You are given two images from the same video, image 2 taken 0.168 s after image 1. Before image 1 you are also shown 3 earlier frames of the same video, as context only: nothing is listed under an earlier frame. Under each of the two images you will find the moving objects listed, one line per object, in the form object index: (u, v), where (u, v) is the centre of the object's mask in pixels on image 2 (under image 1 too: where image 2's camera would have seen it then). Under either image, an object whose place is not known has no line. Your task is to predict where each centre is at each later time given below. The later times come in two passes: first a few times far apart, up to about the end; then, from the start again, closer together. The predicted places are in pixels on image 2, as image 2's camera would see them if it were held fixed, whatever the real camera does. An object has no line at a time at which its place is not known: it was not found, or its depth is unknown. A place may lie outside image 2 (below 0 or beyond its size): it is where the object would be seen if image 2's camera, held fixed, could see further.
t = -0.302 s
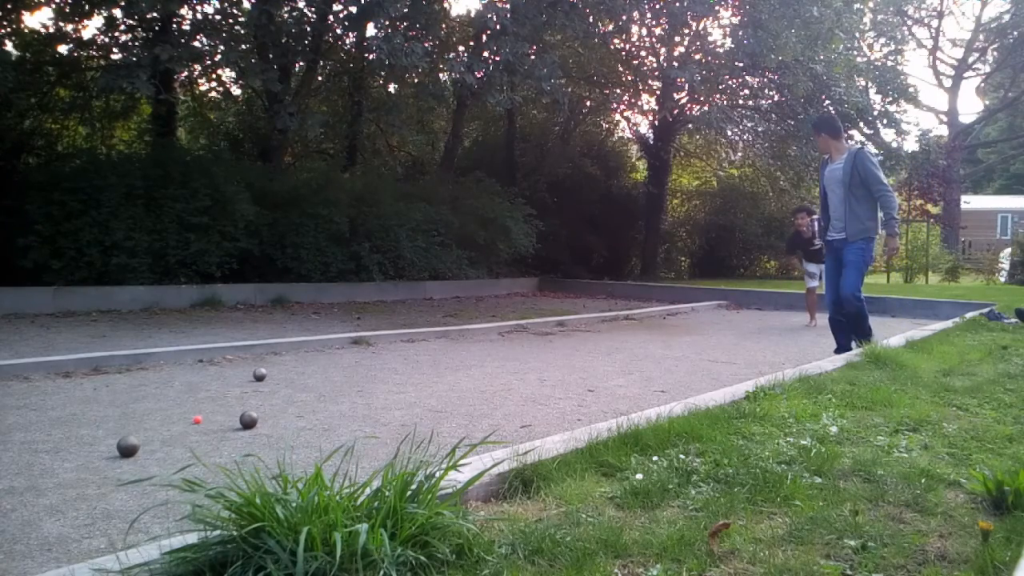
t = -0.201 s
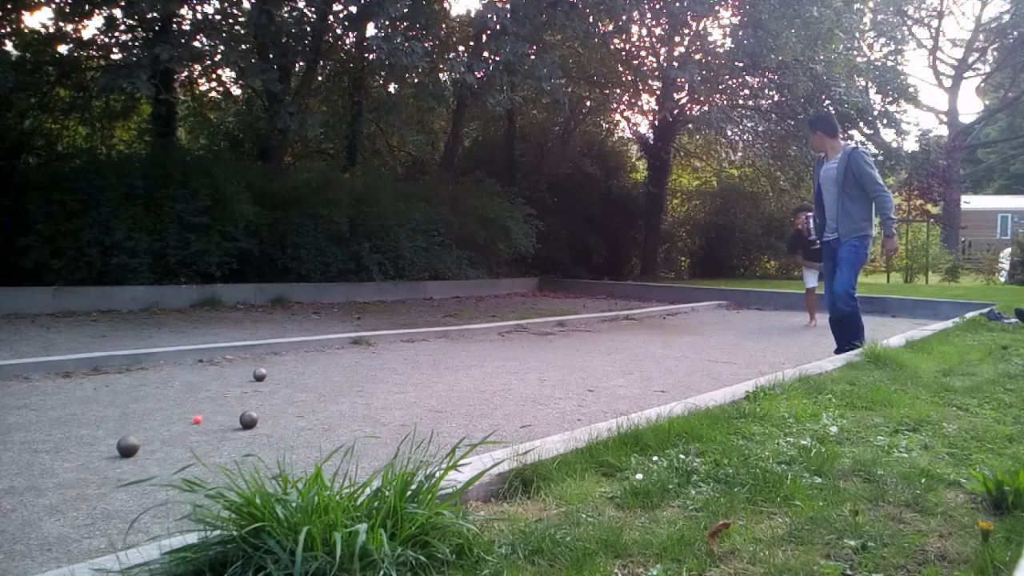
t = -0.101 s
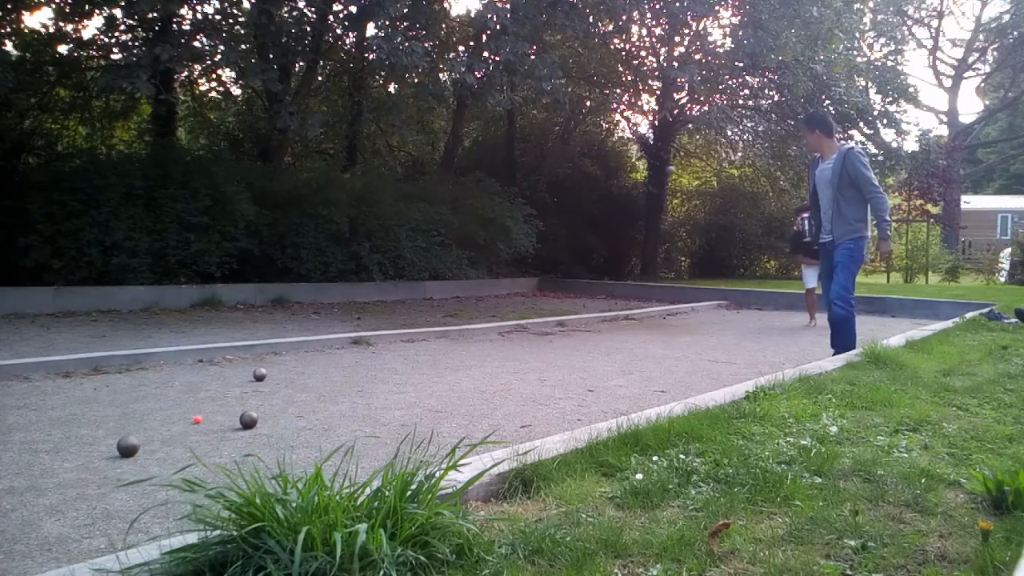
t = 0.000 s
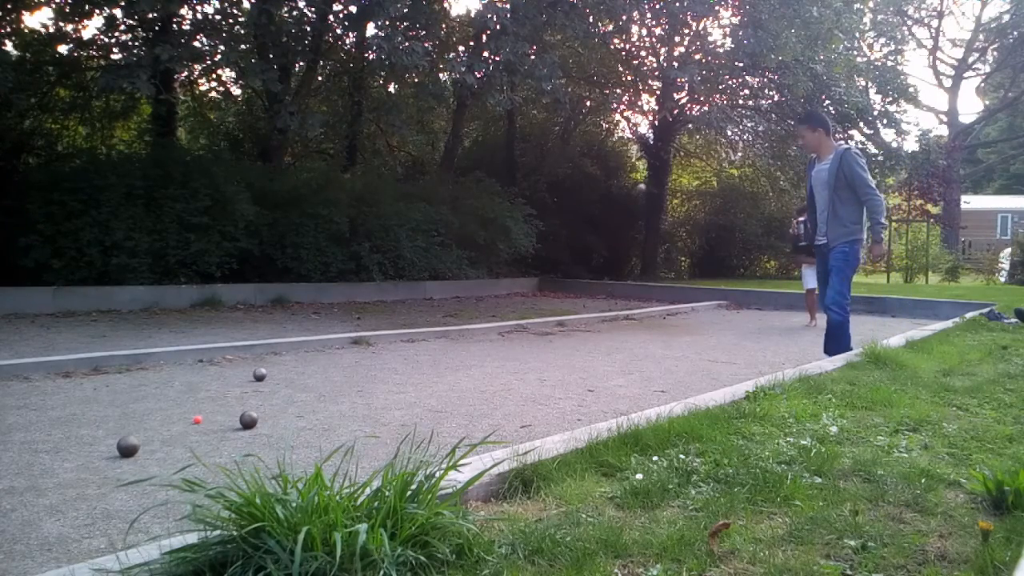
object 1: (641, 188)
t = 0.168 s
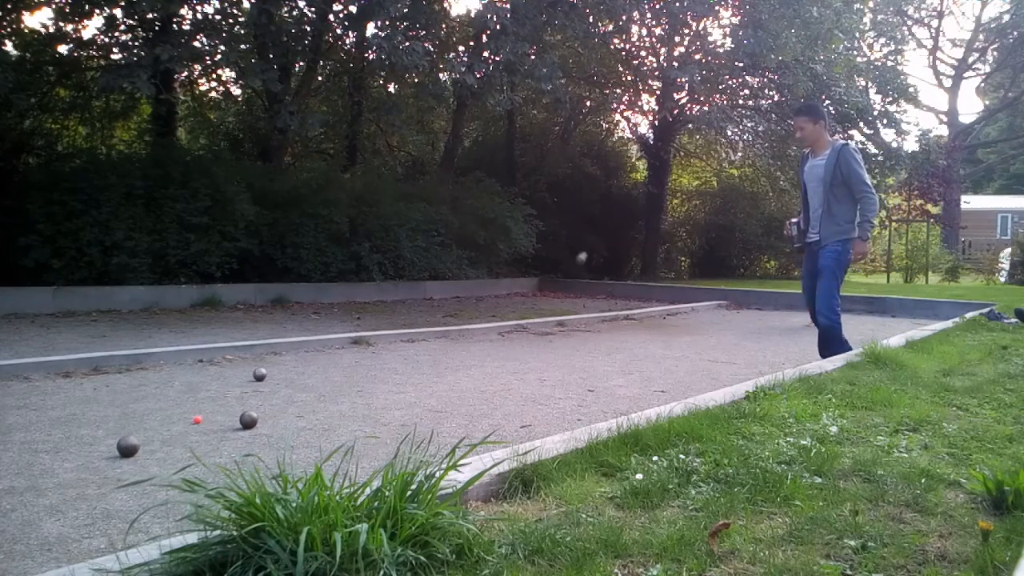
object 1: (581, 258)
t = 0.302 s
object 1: (520, 364)
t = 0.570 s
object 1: (457, 377)
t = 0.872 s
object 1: (393, 389)
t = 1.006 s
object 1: (369, 399)
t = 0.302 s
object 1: (520, 364)
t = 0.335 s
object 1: (512, 364)
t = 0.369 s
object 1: (505, 361)
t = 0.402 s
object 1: (498, 361)
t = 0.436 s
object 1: (490, 363)
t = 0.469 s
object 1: (482, 367)
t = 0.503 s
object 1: (473, 375)
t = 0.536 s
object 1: (465, 376)
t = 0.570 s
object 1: (457, 377)
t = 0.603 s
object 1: (449, 379)
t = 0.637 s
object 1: (441, 380)
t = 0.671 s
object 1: (432, 382)
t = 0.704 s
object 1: (424, 382)
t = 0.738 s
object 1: (416, 385)
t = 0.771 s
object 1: (410, 385)
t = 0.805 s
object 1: (405, 383)
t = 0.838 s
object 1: (399, 385)
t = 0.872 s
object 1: (393, 389)
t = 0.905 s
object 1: (387, 395)
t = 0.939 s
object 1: (381, 396)
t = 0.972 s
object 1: (375, 397)
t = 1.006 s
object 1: (369, 399)
